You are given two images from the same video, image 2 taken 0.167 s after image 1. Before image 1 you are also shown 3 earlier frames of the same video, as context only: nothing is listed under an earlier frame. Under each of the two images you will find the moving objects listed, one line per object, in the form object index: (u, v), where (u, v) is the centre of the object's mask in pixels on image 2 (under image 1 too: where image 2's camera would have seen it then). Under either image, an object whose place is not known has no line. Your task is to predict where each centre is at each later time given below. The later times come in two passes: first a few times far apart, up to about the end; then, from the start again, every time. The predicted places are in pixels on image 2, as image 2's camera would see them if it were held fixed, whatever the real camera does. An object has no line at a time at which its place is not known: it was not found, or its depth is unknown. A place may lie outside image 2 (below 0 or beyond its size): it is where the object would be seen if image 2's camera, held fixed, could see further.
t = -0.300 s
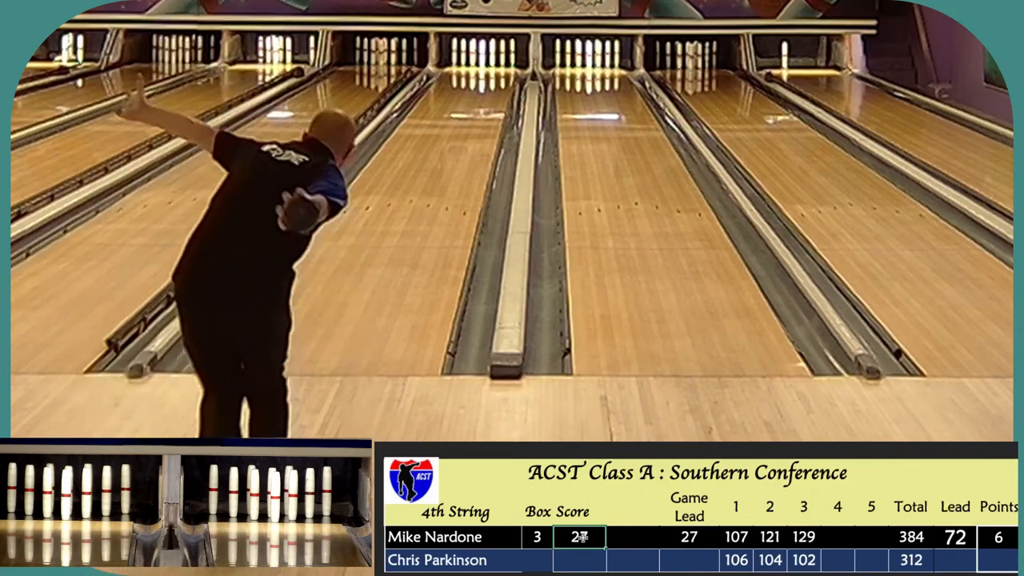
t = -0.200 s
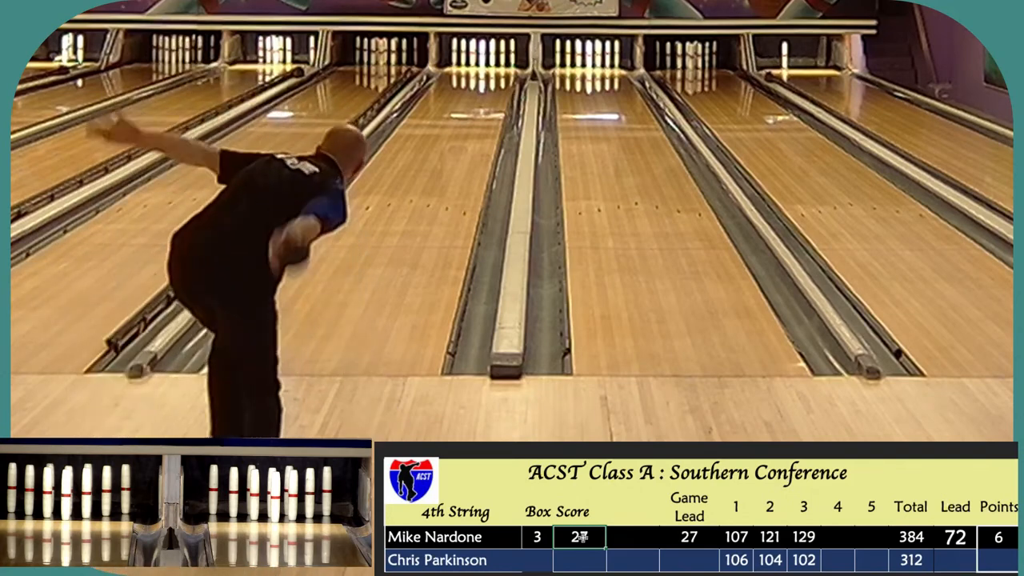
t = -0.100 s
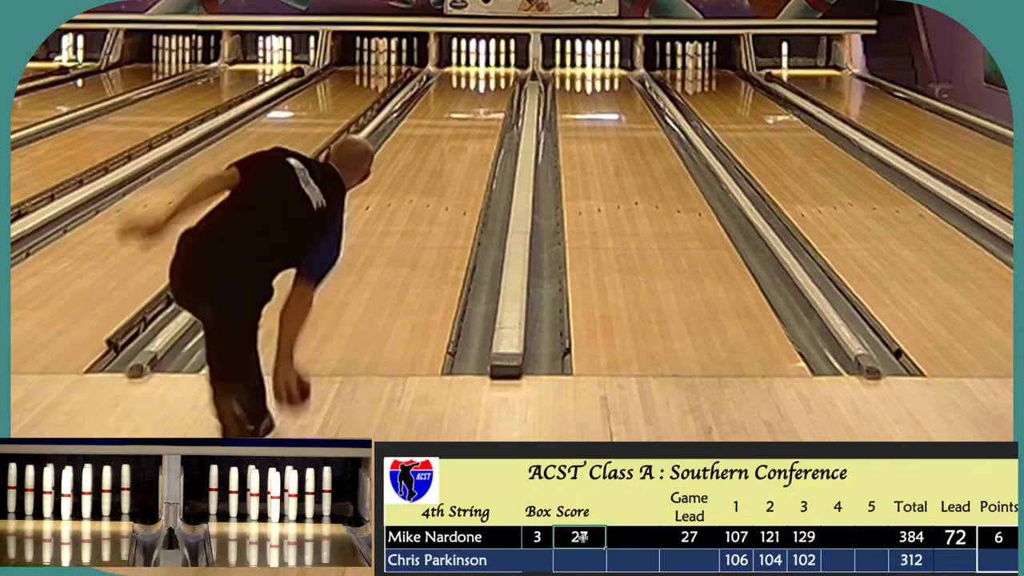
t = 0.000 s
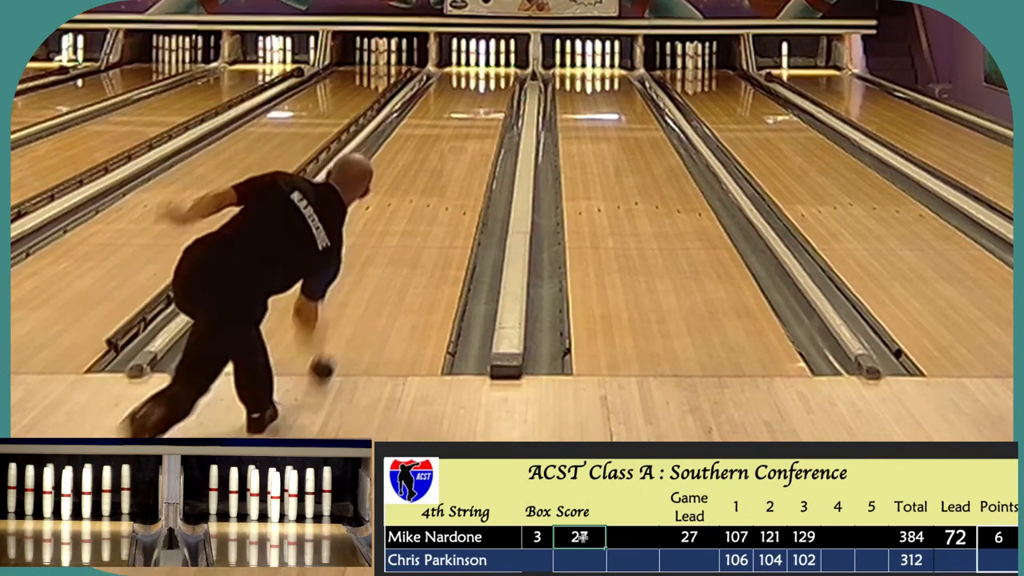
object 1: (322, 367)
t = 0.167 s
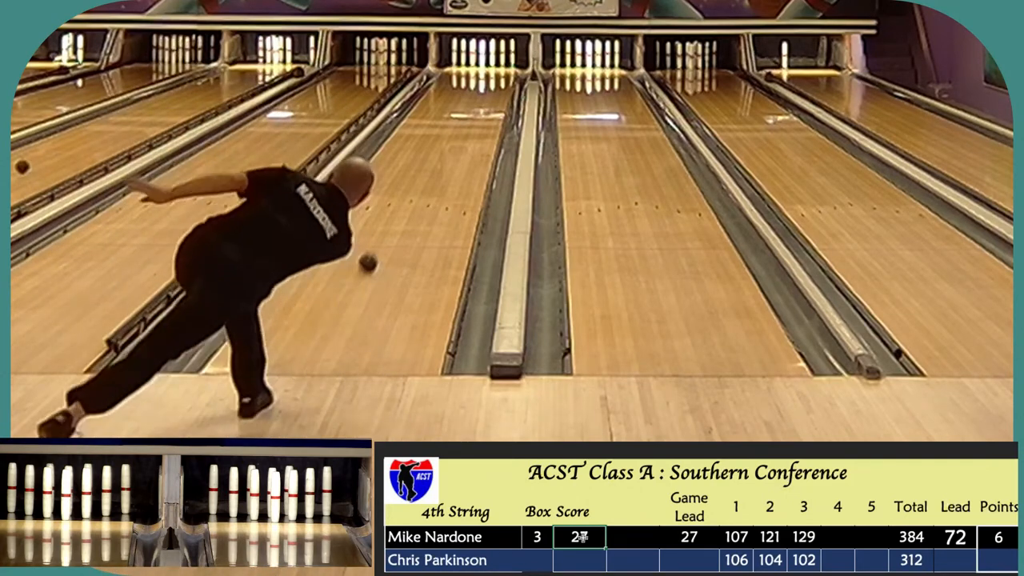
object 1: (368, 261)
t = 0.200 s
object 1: (375, 246)
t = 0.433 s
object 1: (408, 170)
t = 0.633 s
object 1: (426, 132)
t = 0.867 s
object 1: (442, 102)
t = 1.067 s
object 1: (454, 83)
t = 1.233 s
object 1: (463, 73)
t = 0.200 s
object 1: (375, 246)
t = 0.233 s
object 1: (380, 231)
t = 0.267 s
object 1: (386, 219)
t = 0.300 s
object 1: (391, 207)
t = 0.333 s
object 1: (395, 196)
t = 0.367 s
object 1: (400, 187)
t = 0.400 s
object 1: (404, 178)
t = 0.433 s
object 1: (408, 170)
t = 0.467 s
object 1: (413, 159)
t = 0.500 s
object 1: (414, 156)
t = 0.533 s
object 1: (418, 149)
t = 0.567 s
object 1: (421, 144)
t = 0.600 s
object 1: (423, 138)
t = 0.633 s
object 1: (426, 132)
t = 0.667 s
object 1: (429, 127)
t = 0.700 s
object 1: (431, 122)
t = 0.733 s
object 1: (434, 118)
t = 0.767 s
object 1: (436, 114)
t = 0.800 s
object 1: (438, 110)
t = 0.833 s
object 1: (441, 104)
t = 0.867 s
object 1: (442, 102)
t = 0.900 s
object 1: (445, 99)
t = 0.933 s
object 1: (447, 96)
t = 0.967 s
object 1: (448, 92)
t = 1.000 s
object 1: (450, 89)
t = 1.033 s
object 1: (452, 86)
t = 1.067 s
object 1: (454, 83)
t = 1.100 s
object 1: (455, 81)
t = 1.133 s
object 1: (456, 79)
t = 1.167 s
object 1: (461, 78)
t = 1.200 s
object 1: (460, 76)
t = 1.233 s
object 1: (463, 73)
